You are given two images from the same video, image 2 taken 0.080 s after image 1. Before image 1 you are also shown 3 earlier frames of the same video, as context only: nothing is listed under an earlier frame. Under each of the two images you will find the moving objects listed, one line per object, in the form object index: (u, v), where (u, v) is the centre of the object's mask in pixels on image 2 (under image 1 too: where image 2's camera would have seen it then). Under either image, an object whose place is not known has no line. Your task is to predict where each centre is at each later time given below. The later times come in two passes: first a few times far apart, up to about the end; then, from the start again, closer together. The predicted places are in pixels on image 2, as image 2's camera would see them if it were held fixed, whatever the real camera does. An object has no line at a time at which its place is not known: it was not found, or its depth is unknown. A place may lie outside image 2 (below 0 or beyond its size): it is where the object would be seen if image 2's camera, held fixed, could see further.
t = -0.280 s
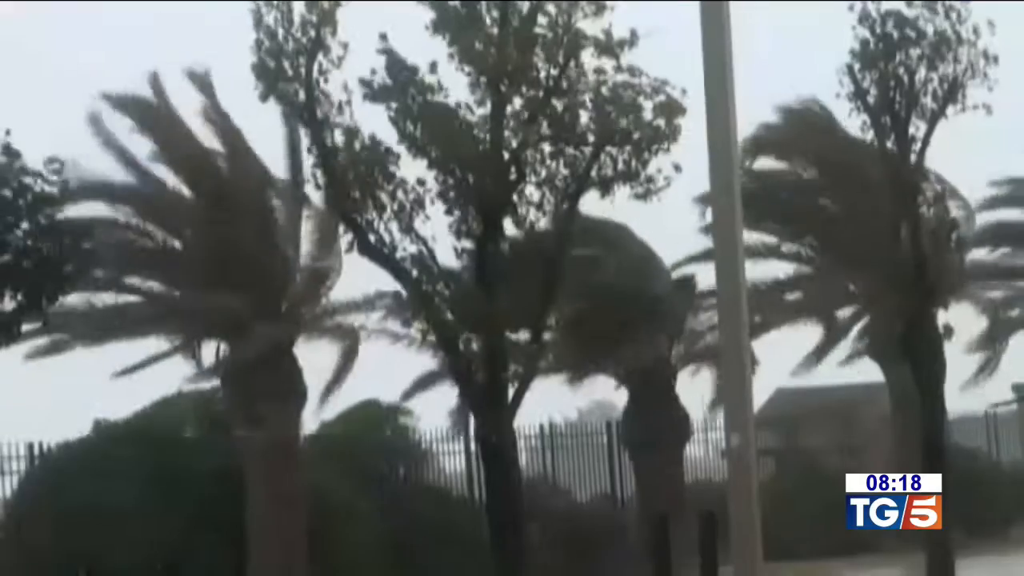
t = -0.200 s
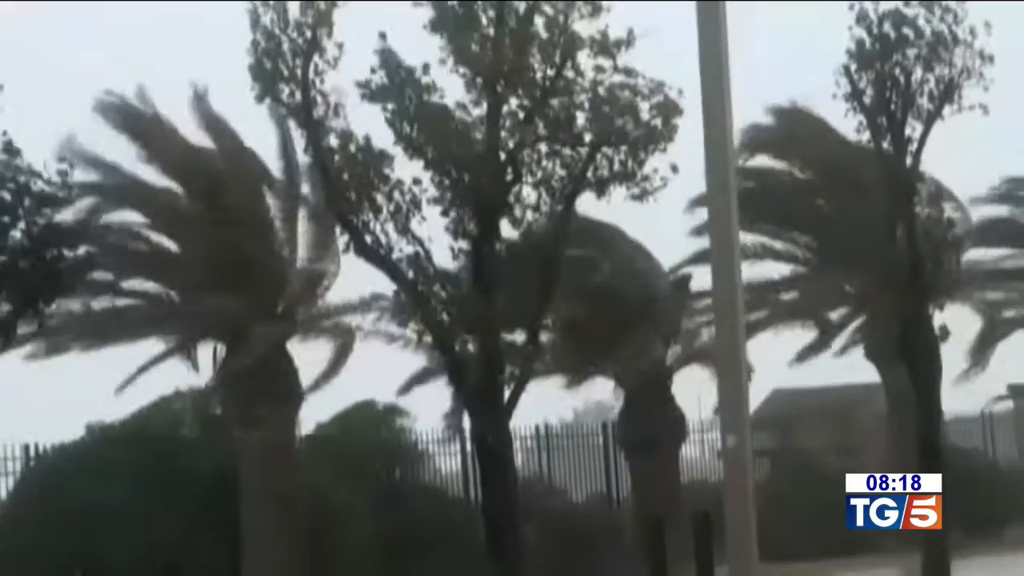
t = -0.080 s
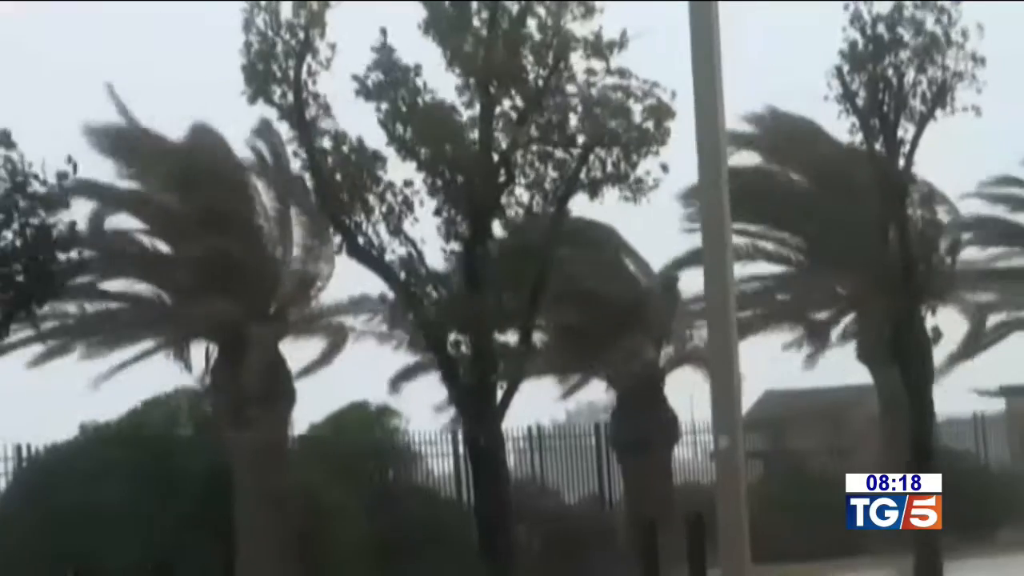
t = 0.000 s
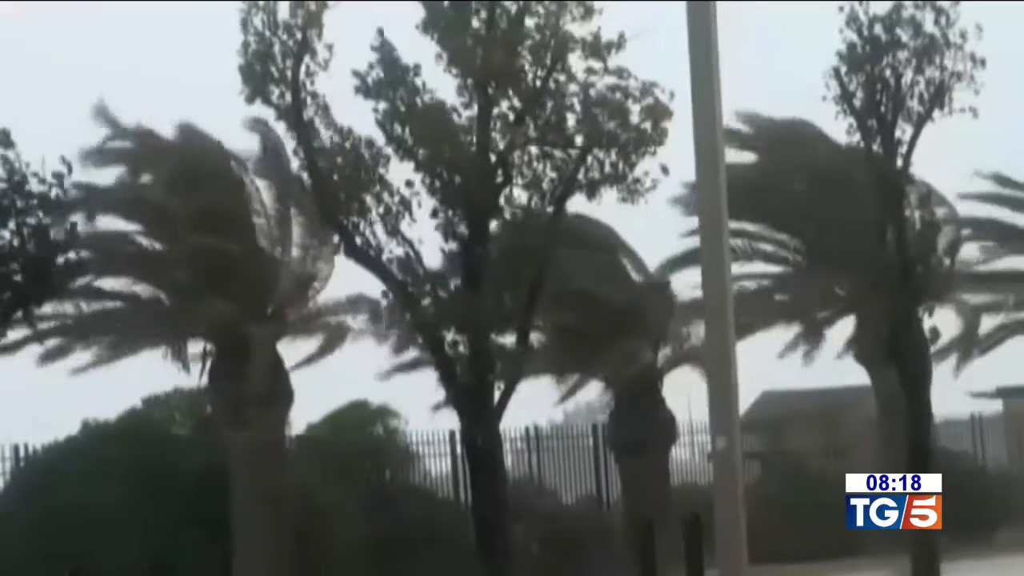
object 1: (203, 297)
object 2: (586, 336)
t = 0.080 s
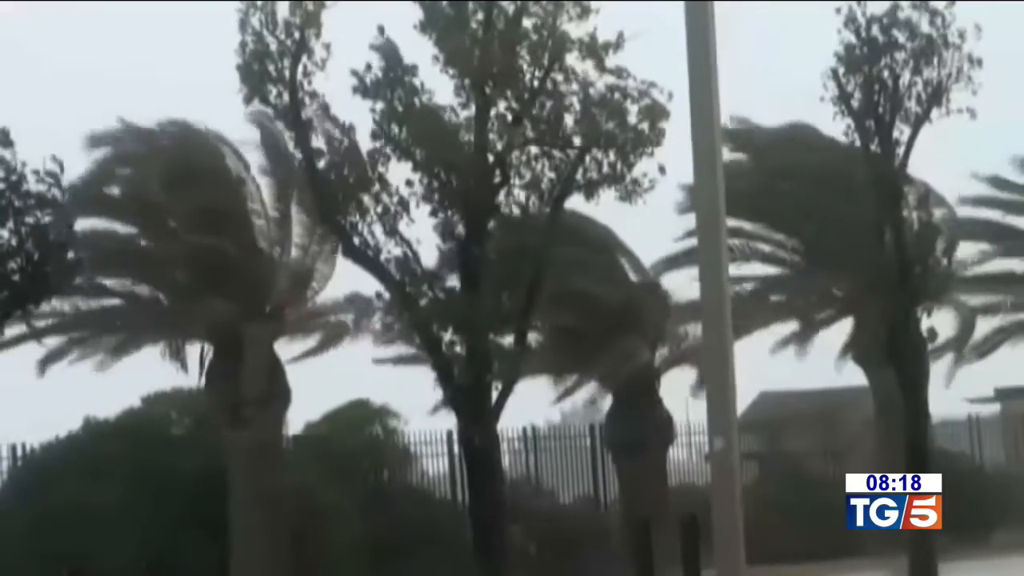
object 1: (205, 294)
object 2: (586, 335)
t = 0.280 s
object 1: (200, 291)
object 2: (586, 333)
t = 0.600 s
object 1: (202, 287)
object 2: (590, 328)
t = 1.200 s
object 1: (200, 288)
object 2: (594, 325)
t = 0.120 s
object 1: (203, 293)
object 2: (586, 336)
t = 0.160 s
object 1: (205, 293)
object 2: (585, 335)
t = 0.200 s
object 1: (204, 294)
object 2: (585, 334)
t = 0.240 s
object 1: (202, 293)
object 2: (586, 334)
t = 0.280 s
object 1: (200, 291)
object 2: (586, 333)
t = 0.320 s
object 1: (201, 290)
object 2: (586, 332)
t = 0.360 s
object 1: (200, 288)
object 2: (586, 332)
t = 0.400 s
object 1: (200, 286)
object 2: (587, 332)
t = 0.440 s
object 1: (200, 285)
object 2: (588, 333)
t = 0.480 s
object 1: (200, 285)
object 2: (588, 332)
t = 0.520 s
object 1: (201, 285)
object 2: (588, 331)
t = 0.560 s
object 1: (201, 285)
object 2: (589, 330)
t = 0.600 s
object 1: (202, 287)
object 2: (590, 328)
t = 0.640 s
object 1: (201, 288)
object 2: (589, 326)
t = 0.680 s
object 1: (201, 289)
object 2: (590, 324)
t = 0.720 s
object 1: (201, 289)
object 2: (590, 324)
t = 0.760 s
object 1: (202, 288)
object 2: (590, 324)
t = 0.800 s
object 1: (202, 288)
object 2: (590, 323)
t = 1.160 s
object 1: (202, 289)
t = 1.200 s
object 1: (200, 288)
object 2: (594, 325)
